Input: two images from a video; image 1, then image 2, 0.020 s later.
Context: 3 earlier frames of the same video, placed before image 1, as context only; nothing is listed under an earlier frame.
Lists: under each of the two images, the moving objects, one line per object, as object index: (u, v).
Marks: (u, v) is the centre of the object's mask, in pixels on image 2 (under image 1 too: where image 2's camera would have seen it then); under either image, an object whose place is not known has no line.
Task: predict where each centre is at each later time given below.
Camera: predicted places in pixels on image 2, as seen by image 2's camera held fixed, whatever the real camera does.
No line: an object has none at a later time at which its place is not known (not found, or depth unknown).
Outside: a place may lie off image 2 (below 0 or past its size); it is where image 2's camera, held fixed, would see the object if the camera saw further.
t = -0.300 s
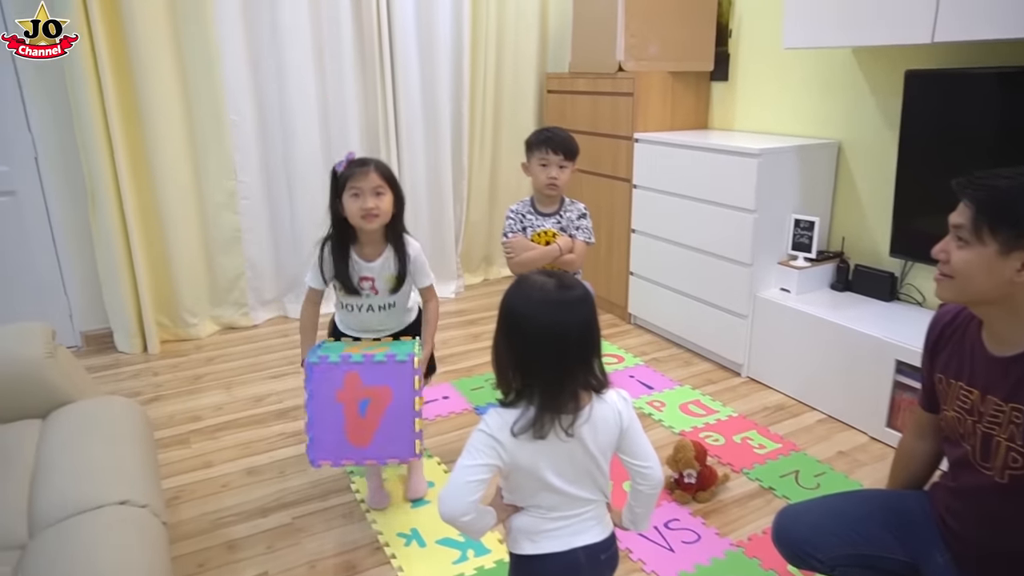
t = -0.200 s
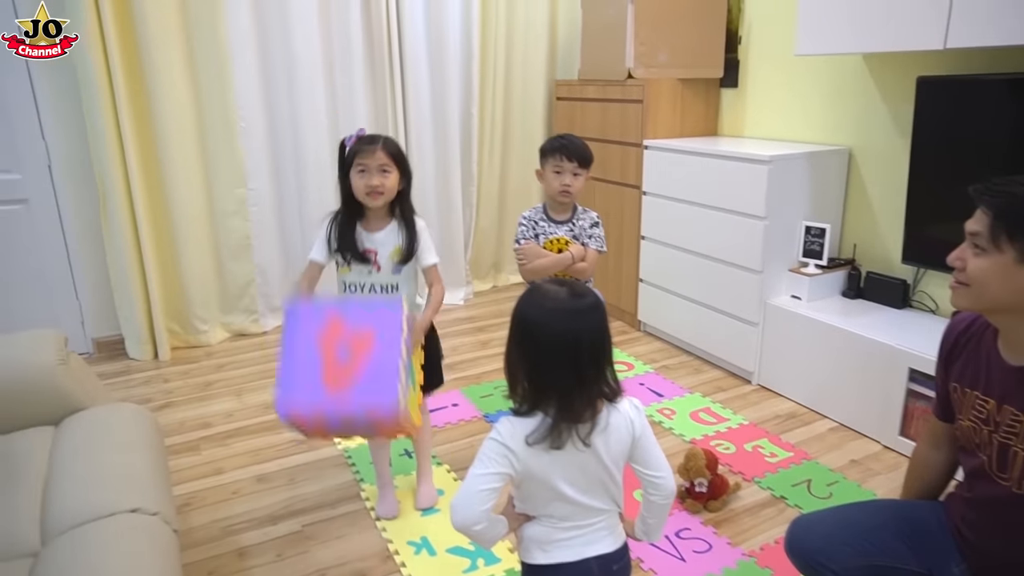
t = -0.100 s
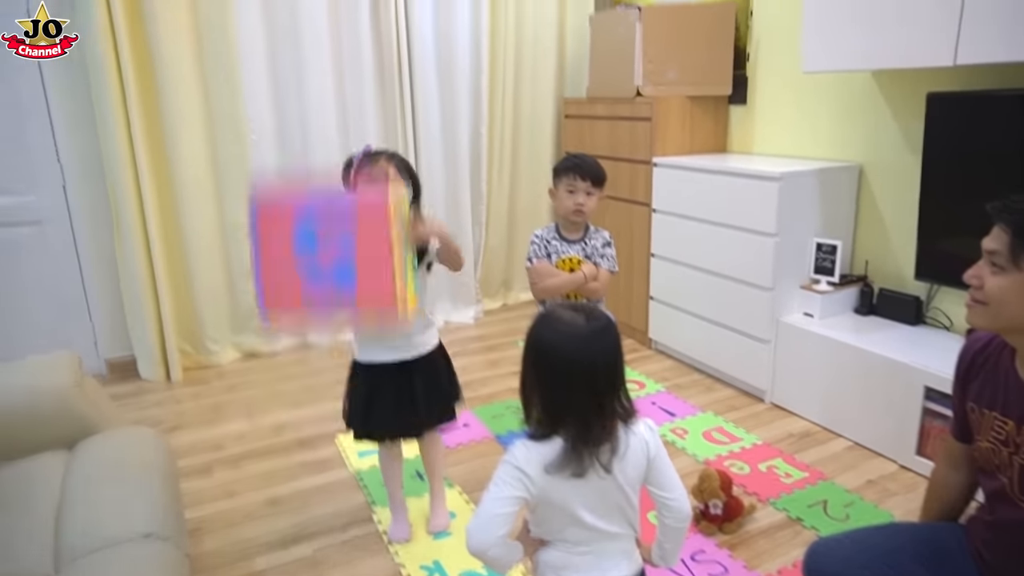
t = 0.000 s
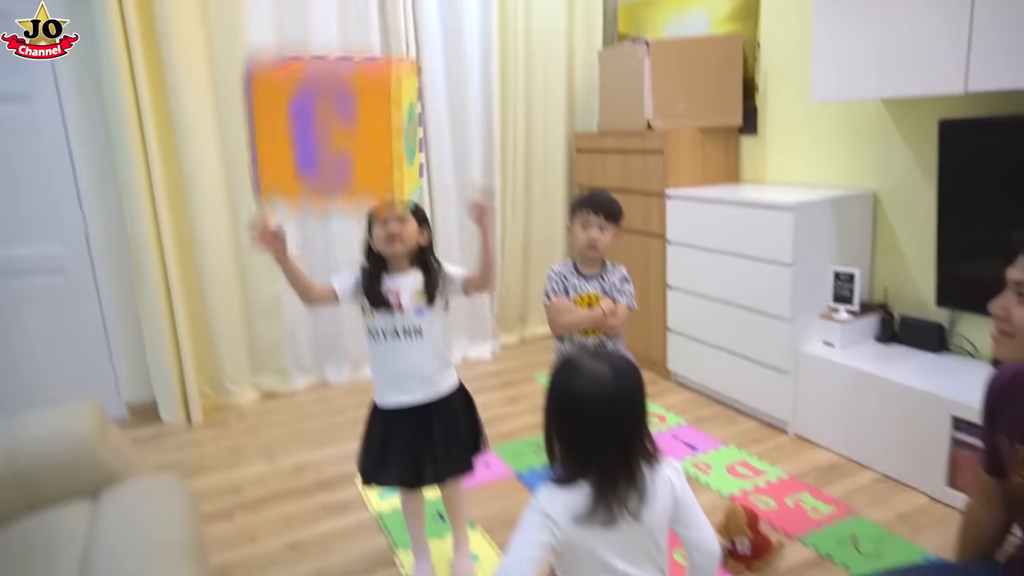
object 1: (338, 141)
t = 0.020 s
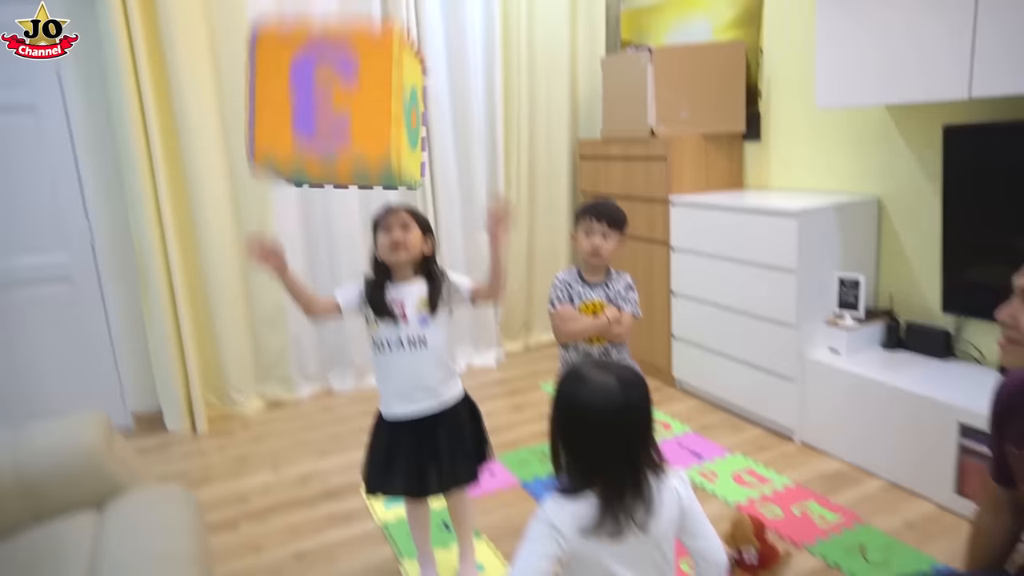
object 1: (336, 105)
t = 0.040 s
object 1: (336, 80)
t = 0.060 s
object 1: (334, 61)
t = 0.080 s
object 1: (331, 41)
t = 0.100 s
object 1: (328, 24)
